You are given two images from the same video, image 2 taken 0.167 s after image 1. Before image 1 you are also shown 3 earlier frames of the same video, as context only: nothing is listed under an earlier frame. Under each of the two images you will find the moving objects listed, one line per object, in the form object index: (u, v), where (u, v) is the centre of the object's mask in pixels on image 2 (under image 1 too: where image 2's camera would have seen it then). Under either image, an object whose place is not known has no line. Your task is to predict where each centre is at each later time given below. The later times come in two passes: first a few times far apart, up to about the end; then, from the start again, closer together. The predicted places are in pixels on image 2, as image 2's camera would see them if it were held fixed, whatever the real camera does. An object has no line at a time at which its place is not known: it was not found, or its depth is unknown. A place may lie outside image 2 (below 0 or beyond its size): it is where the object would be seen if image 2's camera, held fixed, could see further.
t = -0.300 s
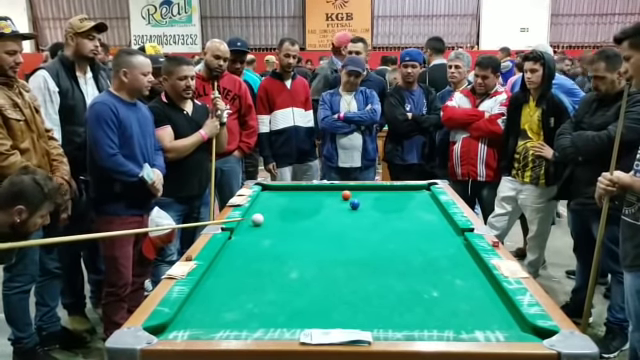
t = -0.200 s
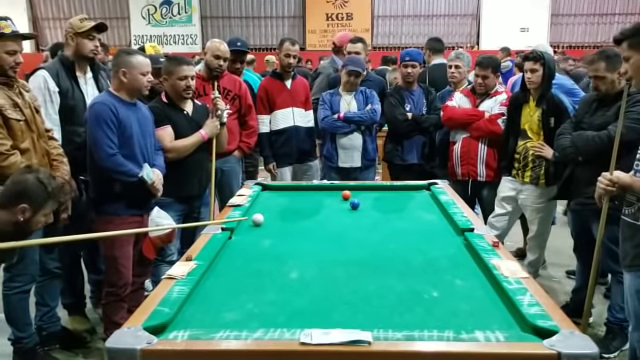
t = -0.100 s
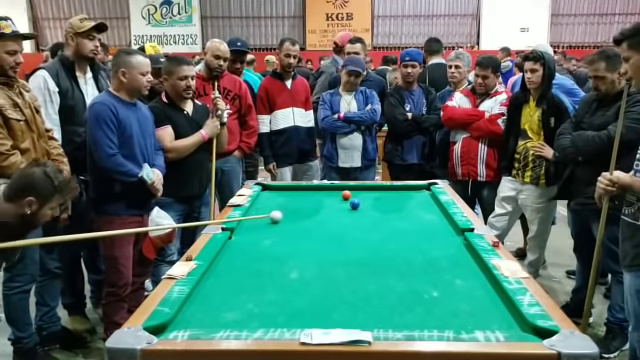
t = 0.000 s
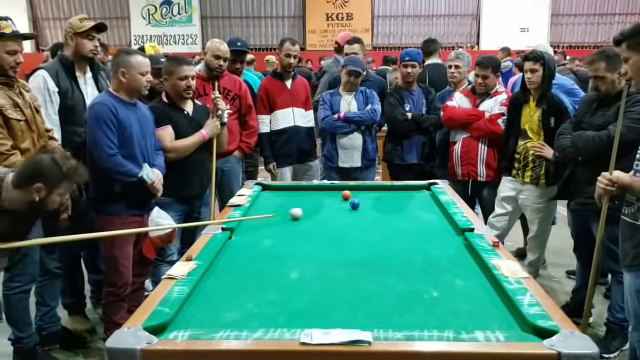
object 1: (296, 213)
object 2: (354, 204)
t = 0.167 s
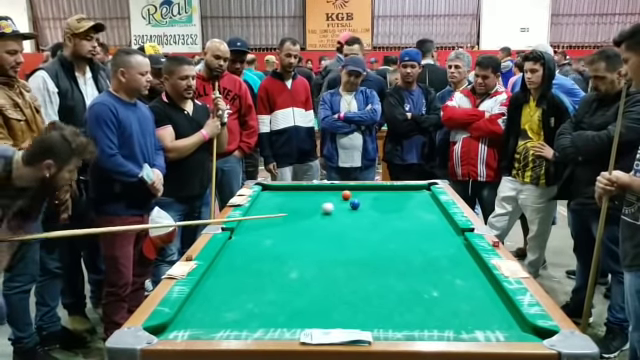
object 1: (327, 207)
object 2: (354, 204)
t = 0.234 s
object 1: (339, 206)
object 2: (354, 204)
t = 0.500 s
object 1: (361, 204)
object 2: (377, 200)
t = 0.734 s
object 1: (376, 203)
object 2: (396, 195)
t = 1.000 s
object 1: (390, 203)
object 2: (416, 190)
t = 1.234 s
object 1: (403, 202)
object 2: (427, 187)
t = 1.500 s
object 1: (414, 201)
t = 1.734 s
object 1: (423, 201)
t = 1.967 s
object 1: (431, 201)
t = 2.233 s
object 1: (430, 200)
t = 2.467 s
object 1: (427, 200)
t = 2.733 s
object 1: (423, 200)
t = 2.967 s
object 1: (422, 200)
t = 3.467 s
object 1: (419, 200)
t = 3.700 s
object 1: (419, 200)
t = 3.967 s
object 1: (419, 200)
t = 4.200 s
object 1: (419, 200)
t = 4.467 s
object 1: (419, 200)
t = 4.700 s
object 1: (419, 200)
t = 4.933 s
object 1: (419, 200)
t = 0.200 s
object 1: (333, 206)
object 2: (354, 204)
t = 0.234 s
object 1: (339, 206)
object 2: (354, 204)
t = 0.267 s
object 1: (345, 205)
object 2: (355, 204)
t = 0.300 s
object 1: (348, 205)
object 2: (357, 204)
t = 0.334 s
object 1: (350, 205)
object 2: (361, 203)
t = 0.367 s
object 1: (352, 205)
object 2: (365, 202)
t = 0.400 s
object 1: (355, 204)
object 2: (368, 201)
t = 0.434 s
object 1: (357, 204)
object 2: (371, 201)
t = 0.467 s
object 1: (359, 204)
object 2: (374, 200)
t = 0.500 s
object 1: (361, 204)
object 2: (377, 200)
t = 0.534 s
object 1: (363, 204)
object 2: (380, 199)
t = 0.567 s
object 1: (365, 204)
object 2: (383, 198)
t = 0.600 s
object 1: (367, 204)
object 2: (386, 198)
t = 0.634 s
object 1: (369, 204)
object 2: (389, 197)
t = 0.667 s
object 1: (371, 204)
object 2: (391, 196)
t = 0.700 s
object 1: (374, 203)
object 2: (394, 195)
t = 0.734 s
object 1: (376, 203)
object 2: (396, 195)
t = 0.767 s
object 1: (377, 203)
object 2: (399, 194)
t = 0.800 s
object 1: (379, 203)
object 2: (402, 193)
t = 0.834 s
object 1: (381, 203)
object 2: (404, 193)
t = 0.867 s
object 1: (383, 203)
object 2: (407, 192)
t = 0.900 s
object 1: (385, 203)
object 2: (409, 192)
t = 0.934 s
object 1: (387, 203)
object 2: (412, 191)
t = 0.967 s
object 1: (389, 203)
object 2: (414, 190)
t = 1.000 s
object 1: (390, 203)
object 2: (416, 190)
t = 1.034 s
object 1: (392, 203)
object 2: (419, 189)
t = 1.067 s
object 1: (394, 202)
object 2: (420, 188)
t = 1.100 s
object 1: (396, 203)
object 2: (422, 188)
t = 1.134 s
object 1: (397, 202)
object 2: (425, 188)
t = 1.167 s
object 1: (399, 202)
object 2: (427, 187)
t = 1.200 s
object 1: (401, 202)
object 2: (427, 187)
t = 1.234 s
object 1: (403, 202)
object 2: (427, 187)
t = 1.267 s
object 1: (404, 202)
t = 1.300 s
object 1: (406, 202)
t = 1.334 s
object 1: (407, 202)
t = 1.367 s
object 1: (409, 202)
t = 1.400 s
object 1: (410, 202)
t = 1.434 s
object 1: (412, 202)
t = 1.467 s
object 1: (413, 201)
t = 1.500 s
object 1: (414, 201)
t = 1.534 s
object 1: (416, 201)
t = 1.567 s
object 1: (417, 201)
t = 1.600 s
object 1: (418, 201)
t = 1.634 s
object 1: (420, 201)
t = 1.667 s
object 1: (421, 201)
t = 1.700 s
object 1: (422, 201)
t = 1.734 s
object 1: (423, 201)
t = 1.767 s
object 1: (425, 201)
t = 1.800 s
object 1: (426, 201)
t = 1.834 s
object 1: (427, 201)
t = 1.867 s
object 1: (428, 201)
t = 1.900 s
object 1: (429, 201)
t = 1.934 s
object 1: (430, 201)
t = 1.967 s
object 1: (431, 201)
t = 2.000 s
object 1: (432, 201)
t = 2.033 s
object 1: (433, 200)
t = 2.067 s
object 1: (433, 200)
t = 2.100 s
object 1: (433, 200)
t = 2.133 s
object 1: (432, 200)
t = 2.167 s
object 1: (432, 200)
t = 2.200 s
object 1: (431, 200)
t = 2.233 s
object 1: (430, 200)
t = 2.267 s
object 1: (430, 200)
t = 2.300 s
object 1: (429, 200)
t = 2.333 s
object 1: (429, 200)
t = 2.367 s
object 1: (428, 200)
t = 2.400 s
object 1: (428, 200)
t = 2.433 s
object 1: (427, 200)
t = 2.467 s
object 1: (427, 200)
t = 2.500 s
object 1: (427, 200)
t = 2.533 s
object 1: (426, 200)
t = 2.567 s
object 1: (426, 200)
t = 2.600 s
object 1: (426, 200)
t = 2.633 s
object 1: (425, 200)
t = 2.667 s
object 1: (425, 200)
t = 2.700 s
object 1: (423, 200)
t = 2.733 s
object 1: (423, 200)
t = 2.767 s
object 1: (423, 200)
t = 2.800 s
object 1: (422, 200)
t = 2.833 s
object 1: (423, 200)
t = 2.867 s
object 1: (422, 200)
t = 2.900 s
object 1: (425, 200)
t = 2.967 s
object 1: (422, 200)
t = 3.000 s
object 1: (421, 200)
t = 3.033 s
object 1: (421, 200)
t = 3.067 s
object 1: (421, 200)
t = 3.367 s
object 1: (419, 199)
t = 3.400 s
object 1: (419, 200)
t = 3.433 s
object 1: (419, 199)
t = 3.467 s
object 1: (419, 200)
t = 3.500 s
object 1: (419, 200)
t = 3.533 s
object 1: (419, 200)
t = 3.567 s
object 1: (419, 200)
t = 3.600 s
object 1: (419, 200)
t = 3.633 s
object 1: (419, 200)
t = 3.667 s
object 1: (419, 200)
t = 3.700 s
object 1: (419, 200)
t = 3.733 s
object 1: (419, 200)
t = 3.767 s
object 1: (419, 200)
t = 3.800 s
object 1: (419, 200)
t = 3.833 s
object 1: (419, 200)
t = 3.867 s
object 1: (419, 200)
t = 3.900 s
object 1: (419, 200)
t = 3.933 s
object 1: (419, 200)
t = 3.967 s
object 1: (419, 200)
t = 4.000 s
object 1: (419, 200)
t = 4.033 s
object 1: (419, 200)
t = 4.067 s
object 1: (419, 200)
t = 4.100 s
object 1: (419, 200)
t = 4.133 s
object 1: (419, 200)
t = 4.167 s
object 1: (419, 200)
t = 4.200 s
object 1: (419, 200)
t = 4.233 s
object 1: (419, 200)
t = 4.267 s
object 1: (419, 200)
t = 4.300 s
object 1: (419, 200)
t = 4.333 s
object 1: (419, 200)
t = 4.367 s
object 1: (419, 200)
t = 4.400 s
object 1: (419, 200)
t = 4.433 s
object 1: (419, 200)
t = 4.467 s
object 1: (419, 200)
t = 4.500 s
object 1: (419, 200)
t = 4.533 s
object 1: (419, 200)
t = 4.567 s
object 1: (419, 200)
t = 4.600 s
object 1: (419, 200)
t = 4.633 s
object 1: (419, 200)
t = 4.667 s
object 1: (419, 200)
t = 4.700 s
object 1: (419, 200)
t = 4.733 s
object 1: (419, 200)
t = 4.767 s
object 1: (419, 200)
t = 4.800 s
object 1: (419, 200)
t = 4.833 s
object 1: (419, 200)
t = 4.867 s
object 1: (419, 200)
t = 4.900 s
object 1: (419, 200)
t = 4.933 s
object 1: (419, 200)
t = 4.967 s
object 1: (419, 200)
